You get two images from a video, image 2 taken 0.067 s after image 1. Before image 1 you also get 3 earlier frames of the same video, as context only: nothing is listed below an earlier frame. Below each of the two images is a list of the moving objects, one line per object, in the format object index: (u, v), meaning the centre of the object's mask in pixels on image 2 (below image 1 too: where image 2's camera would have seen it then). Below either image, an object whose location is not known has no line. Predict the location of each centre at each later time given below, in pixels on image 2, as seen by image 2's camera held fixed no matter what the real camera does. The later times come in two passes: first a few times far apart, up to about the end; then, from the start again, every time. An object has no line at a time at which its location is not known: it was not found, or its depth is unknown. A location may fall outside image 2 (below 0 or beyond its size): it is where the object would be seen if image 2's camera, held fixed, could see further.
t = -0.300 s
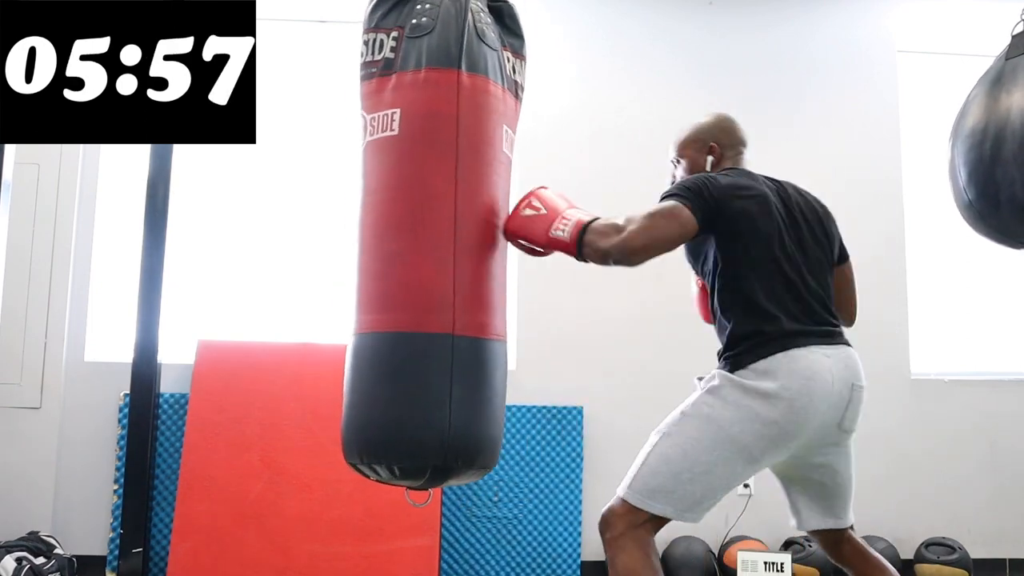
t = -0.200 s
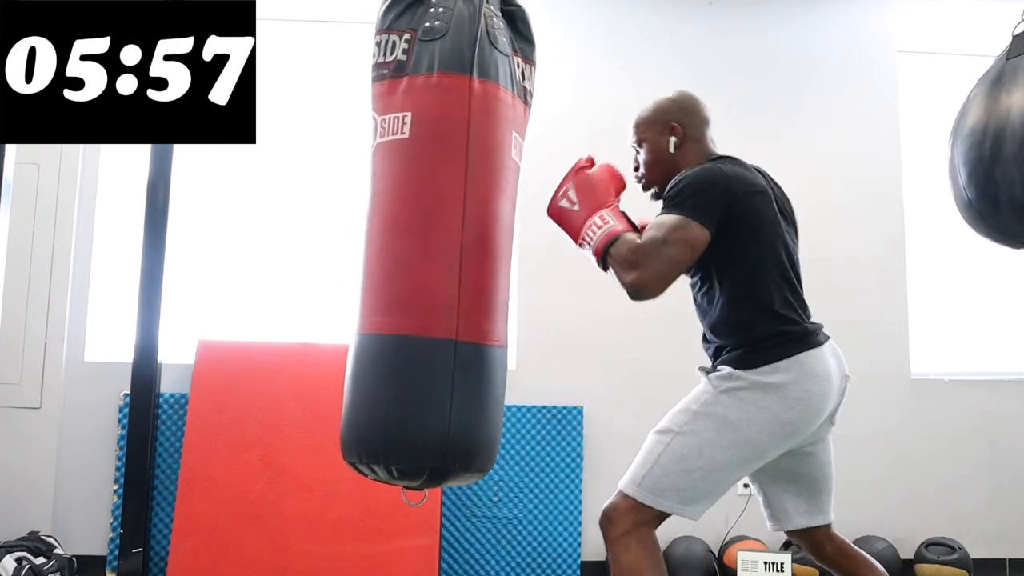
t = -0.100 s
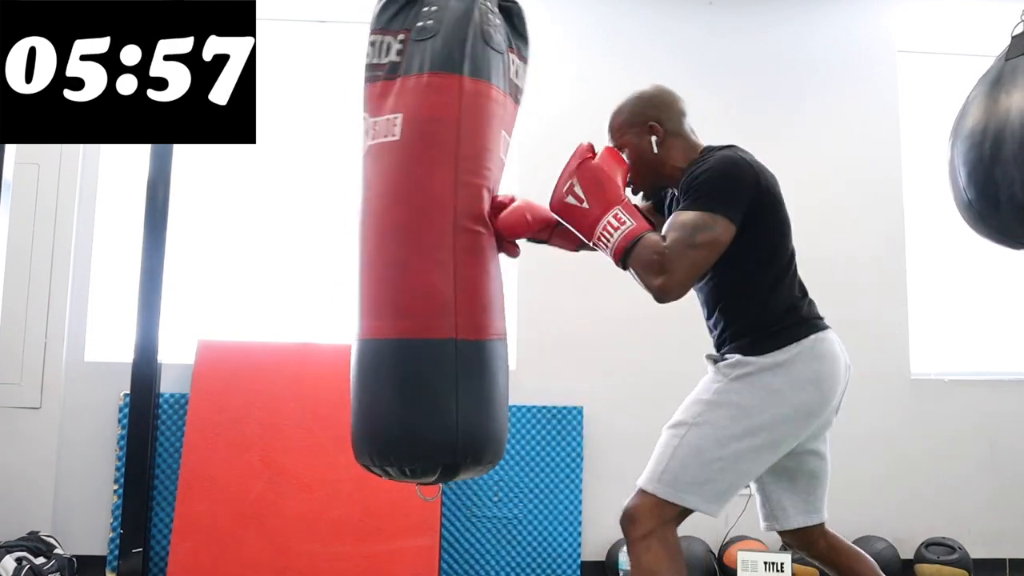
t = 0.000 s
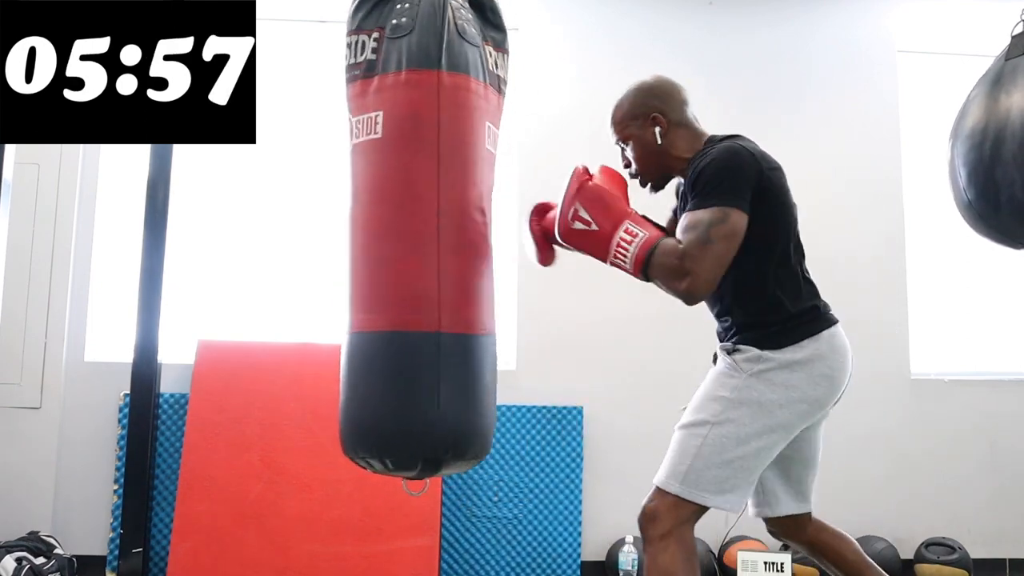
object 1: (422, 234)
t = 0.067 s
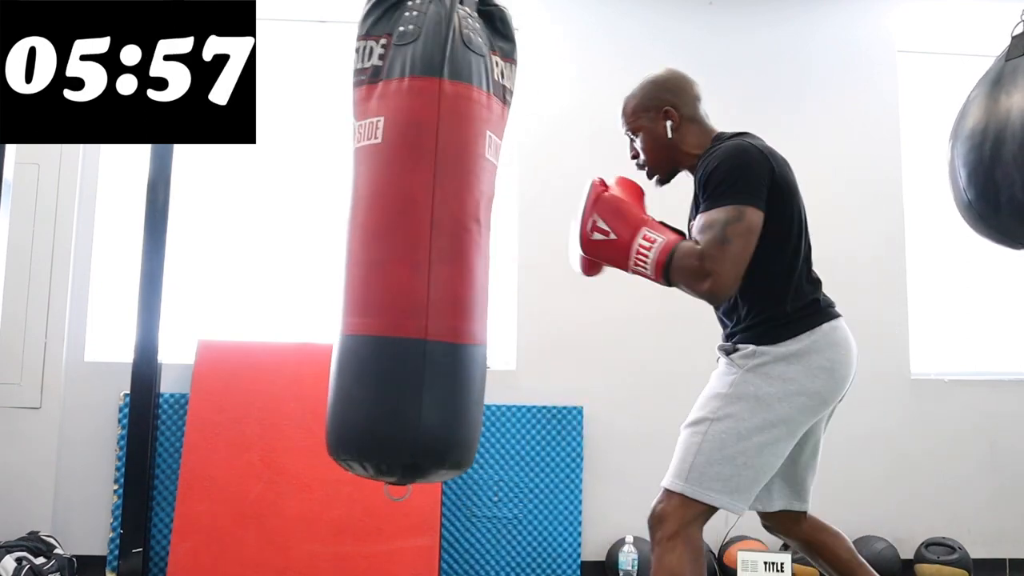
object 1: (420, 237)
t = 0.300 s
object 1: (415, 234)
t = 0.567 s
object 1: (427, 233)
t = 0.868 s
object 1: (459, 240)
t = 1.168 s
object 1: (495, 246)
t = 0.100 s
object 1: (422, 238)
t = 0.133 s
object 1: (423, 235)
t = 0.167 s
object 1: (423, 233)
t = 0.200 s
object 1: (421, 232)
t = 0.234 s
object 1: (420, 232)
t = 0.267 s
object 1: (417, 234)
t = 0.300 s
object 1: (415, 234)
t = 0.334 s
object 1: (415, 234)
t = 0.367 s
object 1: (417, 235)
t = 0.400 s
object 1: (418, 234)
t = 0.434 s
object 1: (421, 235)
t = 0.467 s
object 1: (423, 235)
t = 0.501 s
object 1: (424, 234)
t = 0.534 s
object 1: (426, 233)
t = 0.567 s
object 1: (427, 233)
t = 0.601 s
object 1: (430, 235)
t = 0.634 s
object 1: (433, 237)
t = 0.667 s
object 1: (437, 238)
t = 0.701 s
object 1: (441, 238)
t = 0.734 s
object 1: (444, 239)
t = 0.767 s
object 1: (448, 240)
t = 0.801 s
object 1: (452, 240)
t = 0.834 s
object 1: (456, 241)
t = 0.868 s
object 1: (459, 240)
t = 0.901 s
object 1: (464, 241)
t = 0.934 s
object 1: (467, 242)
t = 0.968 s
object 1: (473, 244)
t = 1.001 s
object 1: (477, 245)
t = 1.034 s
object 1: (480, 245)
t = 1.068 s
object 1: (485, 246)
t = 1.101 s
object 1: (488, 246)
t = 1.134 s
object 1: (492, 246)
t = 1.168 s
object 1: (495, 246)
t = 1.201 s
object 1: (499, 246)
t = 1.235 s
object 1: (502, 246)
